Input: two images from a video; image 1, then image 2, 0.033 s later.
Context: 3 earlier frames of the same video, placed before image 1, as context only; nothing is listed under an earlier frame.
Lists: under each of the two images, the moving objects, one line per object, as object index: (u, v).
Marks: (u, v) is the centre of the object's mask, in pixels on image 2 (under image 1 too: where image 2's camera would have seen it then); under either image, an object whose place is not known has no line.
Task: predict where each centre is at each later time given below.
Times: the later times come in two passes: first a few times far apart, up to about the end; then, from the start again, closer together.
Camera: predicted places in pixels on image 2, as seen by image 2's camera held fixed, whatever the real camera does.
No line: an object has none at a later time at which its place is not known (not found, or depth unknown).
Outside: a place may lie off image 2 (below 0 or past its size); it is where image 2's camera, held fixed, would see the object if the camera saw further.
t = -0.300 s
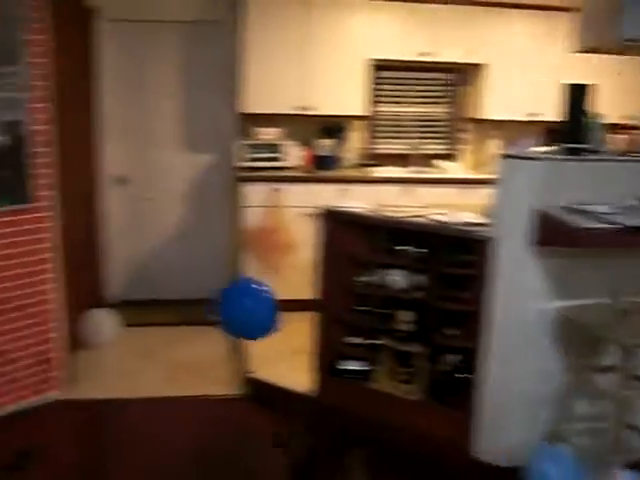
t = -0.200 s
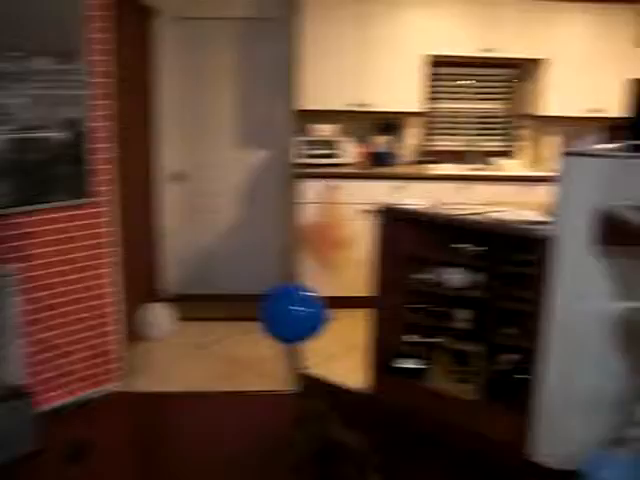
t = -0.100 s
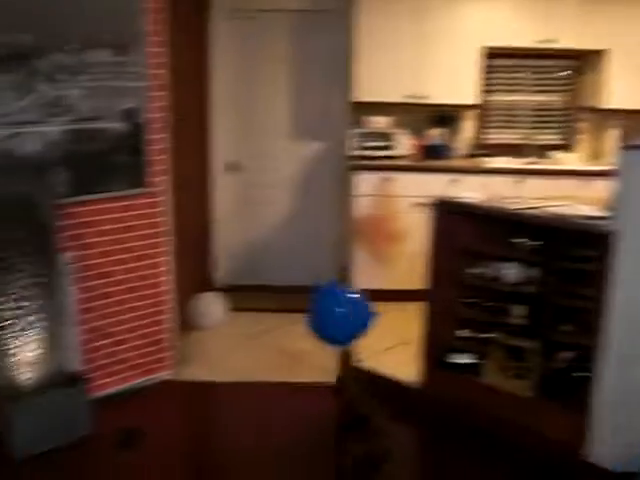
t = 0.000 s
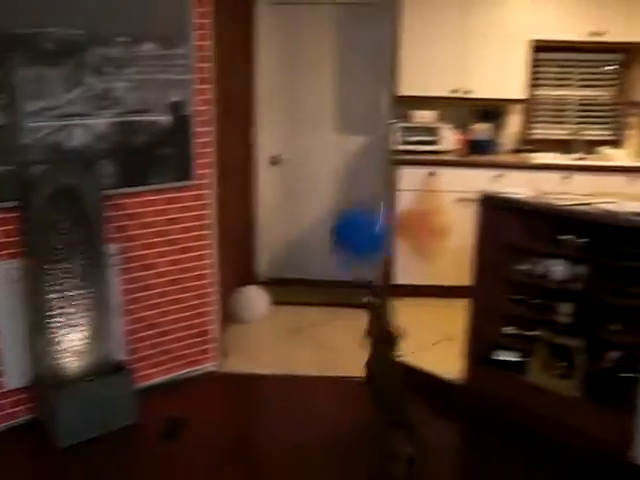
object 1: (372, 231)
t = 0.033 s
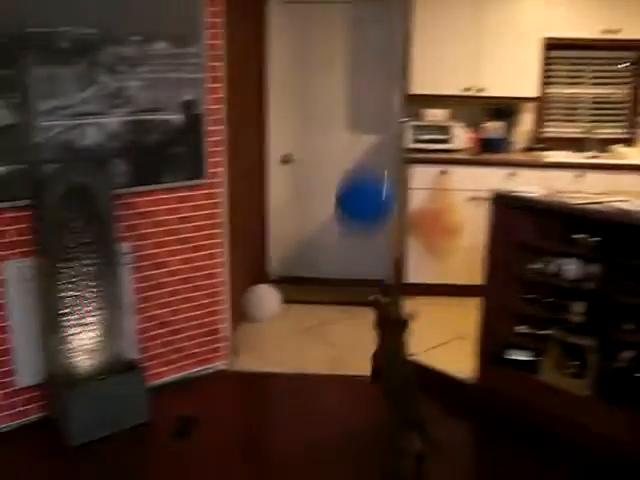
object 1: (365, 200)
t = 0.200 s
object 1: (326, 95)
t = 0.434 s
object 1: (275, 54)
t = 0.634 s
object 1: (261, 56)
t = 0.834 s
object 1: (288, 68)
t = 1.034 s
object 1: (310, 85)
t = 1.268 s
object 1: (329, 115)
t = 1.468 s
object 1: (340, 148)
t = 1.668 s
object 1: (345, 187)
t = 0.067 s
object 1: (355, 172)
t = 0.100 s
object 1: (348, 147)
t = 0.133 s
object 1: (340, 127)
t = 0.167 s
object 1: (333, 109)
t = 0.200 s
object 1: (326, 95)
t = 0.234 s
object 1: (318, 83)
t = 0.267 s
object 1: (311, 74)
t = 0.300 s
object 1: (303, 67)
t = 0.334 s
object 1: (295, 61)
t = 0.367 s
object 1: (289, 58)
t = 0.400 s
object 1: (284, 55)
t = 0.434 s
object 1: (275, 54)
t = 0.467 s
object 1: (270, 52)
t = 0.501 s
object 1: (264, 52)
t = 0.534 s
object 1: (260, 52)
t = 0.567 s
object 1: (257, 54)
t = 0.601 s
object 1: (257, 54)
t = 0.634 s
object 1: (261, 56)
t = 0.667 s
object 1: (264, 57)
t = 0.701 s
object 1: (269, 59)
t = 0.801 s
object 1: (282, 65)
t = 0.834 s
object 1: (288, 68)
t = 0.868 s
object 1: (292, 71)
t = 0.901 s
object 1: (296, 73)
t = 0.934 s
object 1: (300, 76)
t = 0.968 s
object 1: (304, 79)
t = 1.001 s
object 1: (307, 82)
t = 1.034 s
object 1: (310, 85)
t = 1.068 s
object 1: (314, 89)
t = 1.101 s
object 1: (317, 93)
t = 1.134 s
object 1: (319, 97)
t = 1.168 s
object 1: (321, 101)
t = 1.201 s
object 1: (324, 106)
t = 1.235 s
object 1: (327, 110)
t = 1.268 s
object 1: (329, 115)
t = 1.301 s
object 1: (331, 120)
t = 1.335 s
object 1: (333, 126)
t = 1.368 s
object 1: (334, 131)
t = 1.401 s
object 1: (336, 137)
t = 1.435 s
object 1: (337, 143)
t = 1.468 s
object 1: (340, 148)
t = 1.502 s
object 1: (341, 154)
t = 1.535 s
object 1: (341, 161)
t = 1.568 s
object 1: (342, 167)
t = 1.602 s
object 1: (343, 174)
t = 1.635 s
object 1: (344, 181)
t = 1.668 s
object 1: (345, 187)
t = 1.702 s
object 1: (345, 194)
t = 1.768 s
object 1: (346, 209)
